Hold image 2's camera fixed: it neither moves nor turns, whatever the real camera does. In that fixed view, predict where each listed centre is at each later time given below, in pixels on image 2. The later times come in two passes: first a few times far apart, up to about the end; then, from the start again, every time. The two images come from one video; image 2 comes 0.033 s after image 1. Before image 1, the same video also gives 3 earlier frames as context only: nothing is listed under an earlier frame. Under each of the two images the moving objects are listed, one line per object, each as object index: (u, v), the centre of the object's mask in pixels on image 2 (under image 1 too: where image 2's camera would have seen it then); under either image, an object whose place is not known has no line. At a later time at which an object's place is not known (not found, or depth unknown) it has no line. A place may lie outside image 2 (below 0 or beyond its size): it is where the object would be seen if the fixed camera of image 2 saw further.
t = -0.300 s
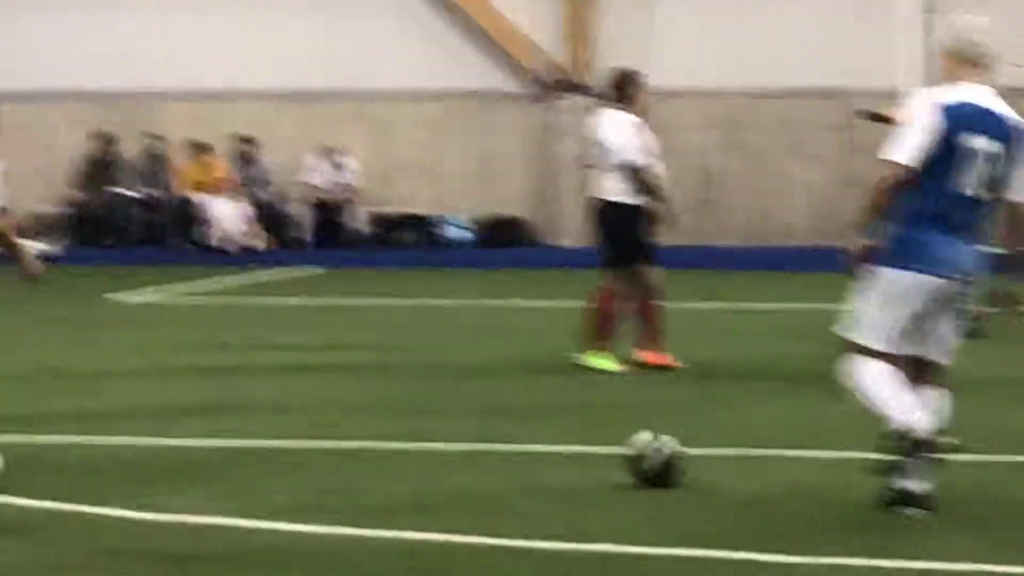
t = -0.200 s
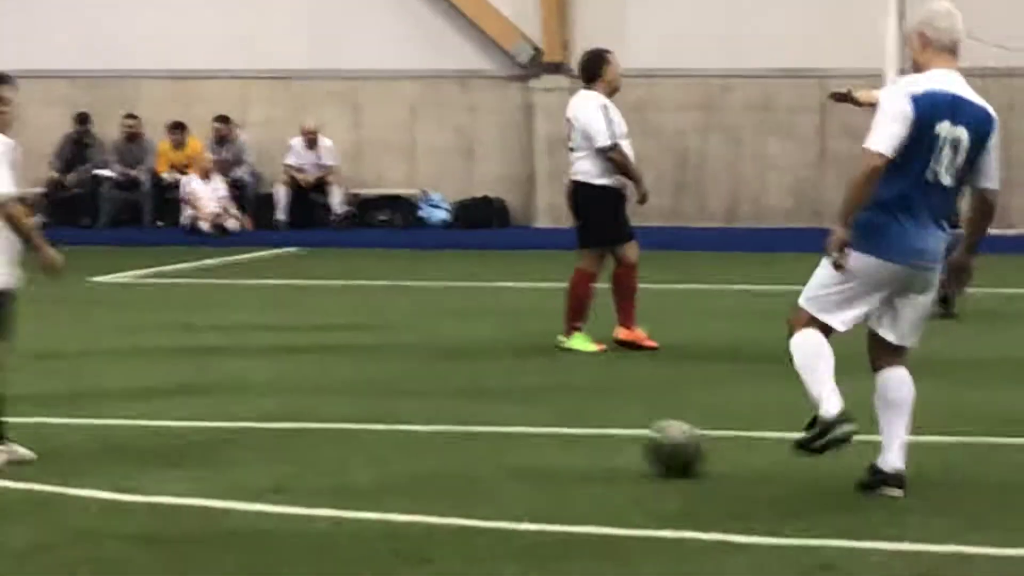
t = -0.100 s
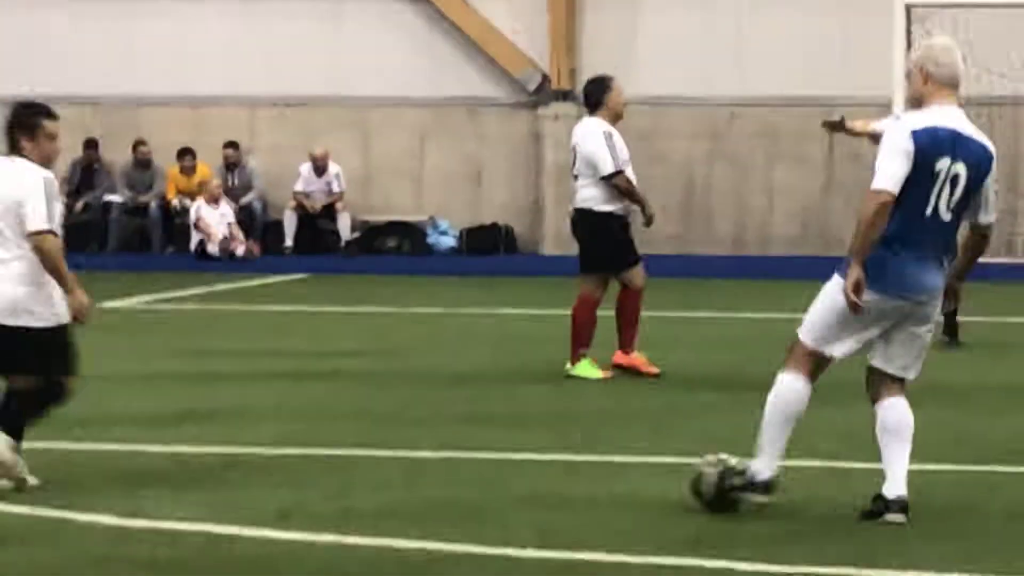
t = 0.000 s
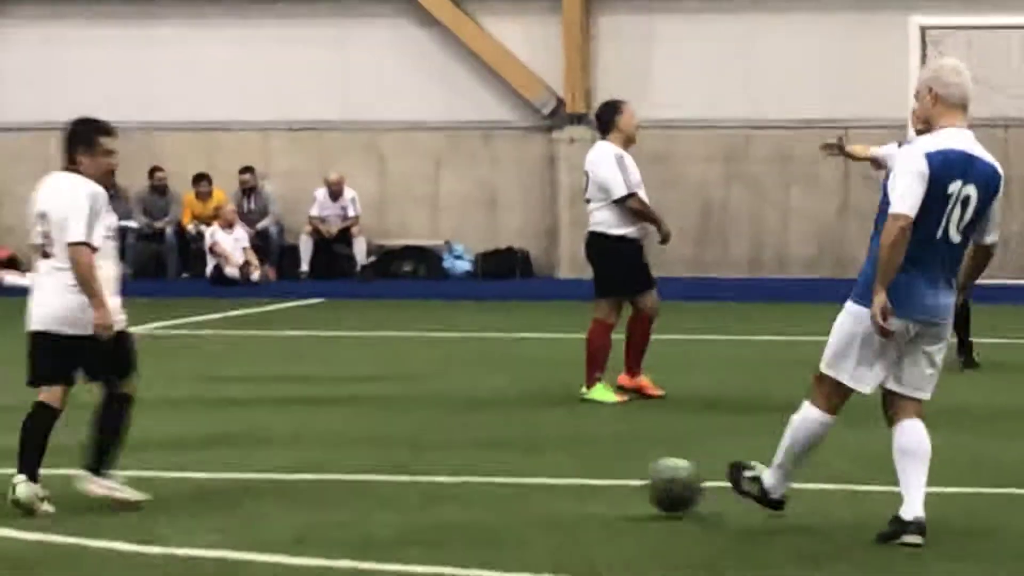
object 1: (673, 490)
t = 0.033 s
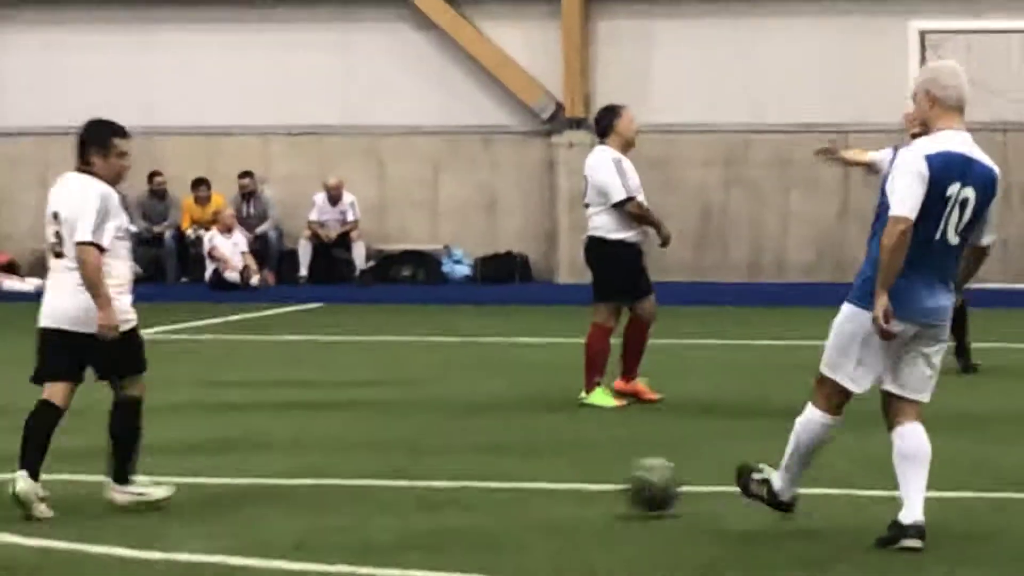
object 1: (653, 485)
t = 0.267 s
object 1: (543, 461)
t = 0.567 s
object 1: (444, 437)
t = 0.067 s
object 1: (633, 483)
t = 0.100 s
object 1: (616, 482)
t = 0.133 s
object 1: (596, 476)
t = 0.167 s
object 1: (581, 470)
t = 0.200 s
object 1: (570, 464)
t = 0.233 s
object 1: (556, 464)
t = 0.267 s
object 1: (543, 461)
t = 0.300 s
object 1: (531, 453)
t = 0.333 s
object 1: (517, 449)
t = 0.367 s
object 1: (506, 448)
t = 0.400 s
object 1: (495, 450)
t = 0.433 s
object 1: (487, 447)
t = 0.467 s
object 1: (477, 443)
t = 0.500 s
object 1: (465, 441)
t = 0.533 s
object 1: (456, 441)
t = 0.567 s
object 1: (444, 437)
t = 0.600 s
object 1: (435, 433)
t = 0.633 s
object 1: (426, 432)
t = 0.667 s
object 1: (416, 431)
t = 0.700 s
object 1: (409, 429)
